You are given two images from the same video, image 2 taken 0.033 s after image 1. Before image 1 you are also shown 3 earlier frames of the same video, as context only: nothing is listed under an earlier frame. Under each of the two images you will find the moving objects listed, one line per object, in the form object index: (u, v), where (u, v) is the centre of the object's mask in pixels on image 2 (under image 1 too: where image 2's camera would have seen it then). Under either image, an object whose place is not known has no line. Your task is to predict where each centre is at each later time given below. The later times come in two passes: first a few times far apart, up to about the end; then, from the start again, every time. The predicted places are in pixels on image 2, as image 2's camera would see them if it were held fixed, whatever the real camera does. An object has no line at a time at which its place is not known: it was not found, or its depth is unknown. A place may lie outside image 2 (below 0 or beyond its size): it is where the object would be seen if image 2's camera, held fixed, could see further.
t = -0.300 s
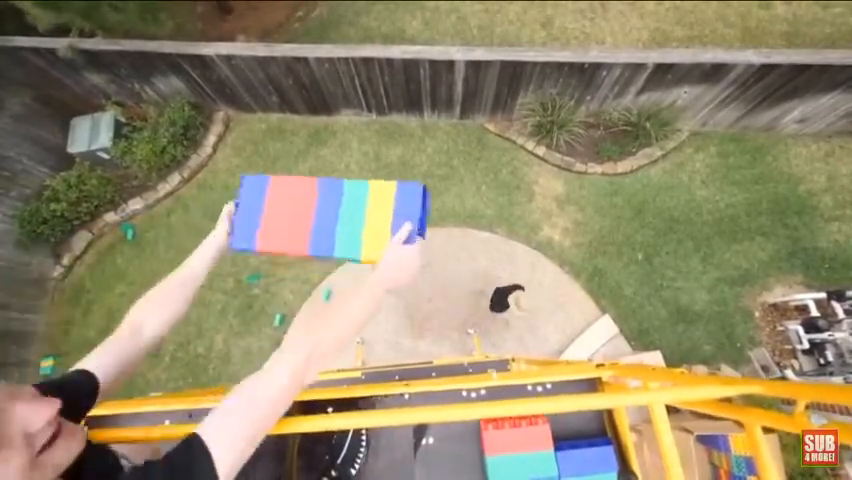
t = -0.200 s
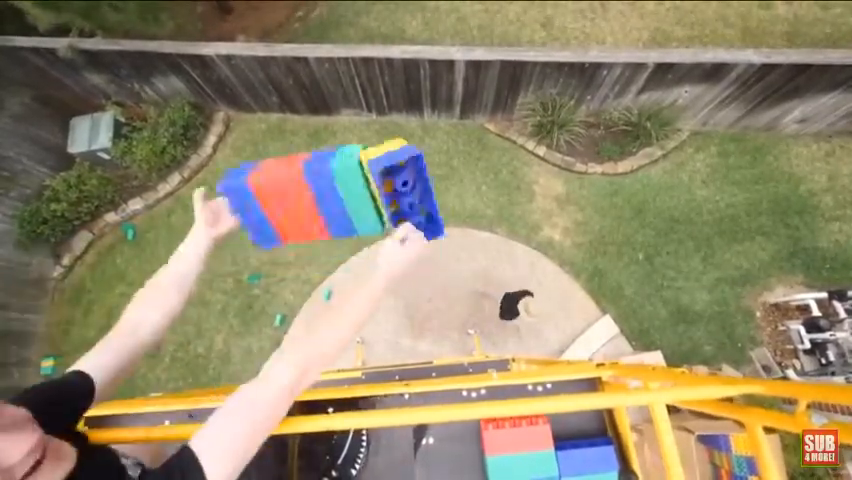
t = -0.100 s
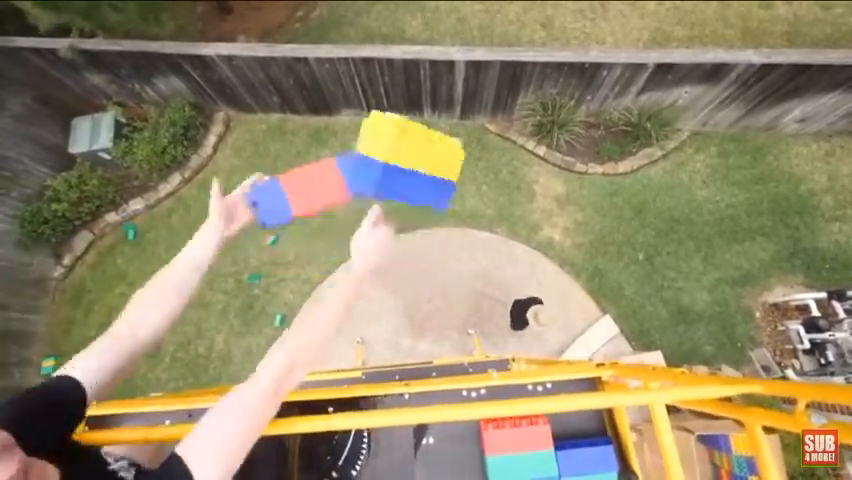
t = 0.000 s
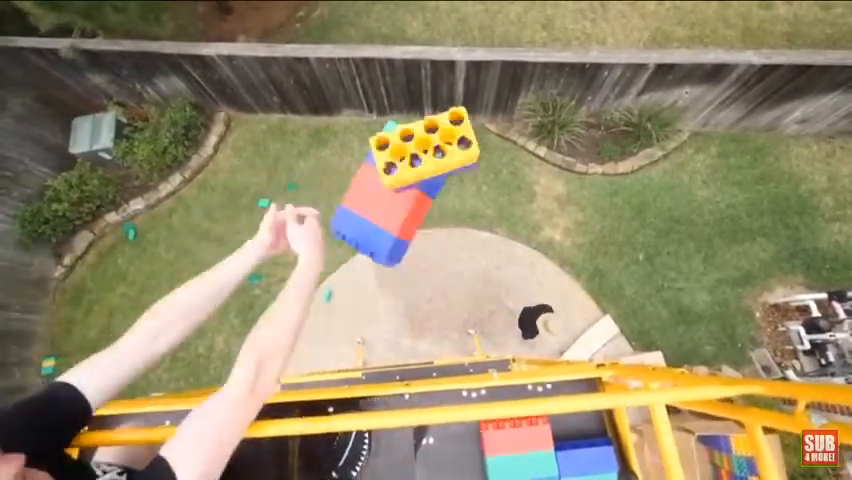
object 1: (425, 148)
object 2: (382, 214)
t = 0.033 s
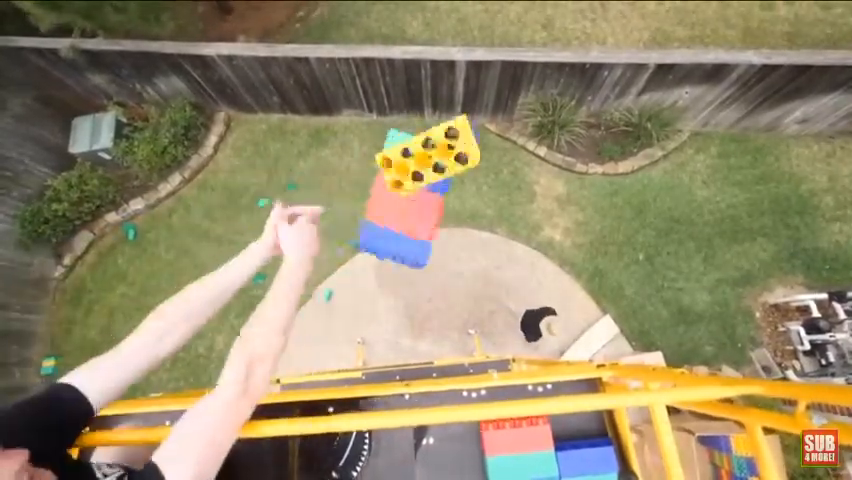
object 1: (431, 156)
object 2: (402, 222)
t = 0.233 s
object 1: (447, 196)
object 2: (480, 250)
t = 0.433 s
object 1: (458, 241)
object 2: (502, 277)
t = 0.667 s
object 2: (503, 293)
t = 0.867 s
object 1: (466, 287)
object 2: (500, 296)
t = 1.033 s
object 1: (467, 294)
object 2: (502, 283)
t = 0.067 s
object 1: (438, 156)
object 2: (423, 229)
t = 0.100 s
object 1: (443, 159)
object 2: (437, 233)
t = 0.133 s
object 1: (446, 166)
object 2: (449, 235)
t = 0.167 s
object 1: (447, 179)
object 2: (461, 242)
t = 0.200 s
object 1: (445, 188)
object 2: (474, 249)
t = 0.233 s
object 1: (447, 196)
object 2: (480, 250)
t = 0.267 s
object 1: (451, 204)
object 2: (481, 252)
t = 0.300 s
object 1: (454, 213)
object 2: (485, 260)
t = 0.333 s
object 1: (454, 222)
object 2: (491, 265)
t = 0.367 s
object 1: (456, 230)
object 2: (495, 270)
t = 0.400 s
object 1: (458, 234)
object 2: (499, 274)
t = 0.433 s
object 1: (458, 241)
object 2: (502, 277)
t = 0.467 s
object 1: (460, 247)
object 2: (503, 280)
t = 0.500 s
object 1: (462, 253)
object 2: (504, 281)
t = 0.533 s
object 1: (465, 255)
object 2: (504, 285)
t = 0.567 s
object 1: (467, 255)
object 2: (505, 288)
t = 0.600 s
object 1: (468, 258)
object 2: (504, 289)
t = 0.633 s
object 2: (504, 291)
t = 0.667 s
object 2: (503, 293)
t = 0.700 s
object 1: (465, 280)
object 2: (502, 293)
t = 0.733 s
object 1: (465, 279)
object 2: (502, 293)
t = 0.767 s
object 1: (465, 282)
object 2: (501, 295)
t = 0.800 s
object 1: (465, 284)
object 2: (500, 296)
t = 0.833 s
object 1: (465, 285)
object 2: (500, 296)
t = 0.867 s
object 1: (466, 287)
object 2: (500, 296)
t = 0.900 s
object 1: (466, 288)
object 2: (499, 296)
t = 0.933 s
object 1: (466, 288)
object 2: (499, 296)
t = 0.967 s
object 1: (467, 290)
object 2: (500, 294)
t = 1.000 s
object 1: (467, 293)
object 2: (500, 289)
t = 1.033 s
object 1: (467, 294)
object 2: (502, 283)
